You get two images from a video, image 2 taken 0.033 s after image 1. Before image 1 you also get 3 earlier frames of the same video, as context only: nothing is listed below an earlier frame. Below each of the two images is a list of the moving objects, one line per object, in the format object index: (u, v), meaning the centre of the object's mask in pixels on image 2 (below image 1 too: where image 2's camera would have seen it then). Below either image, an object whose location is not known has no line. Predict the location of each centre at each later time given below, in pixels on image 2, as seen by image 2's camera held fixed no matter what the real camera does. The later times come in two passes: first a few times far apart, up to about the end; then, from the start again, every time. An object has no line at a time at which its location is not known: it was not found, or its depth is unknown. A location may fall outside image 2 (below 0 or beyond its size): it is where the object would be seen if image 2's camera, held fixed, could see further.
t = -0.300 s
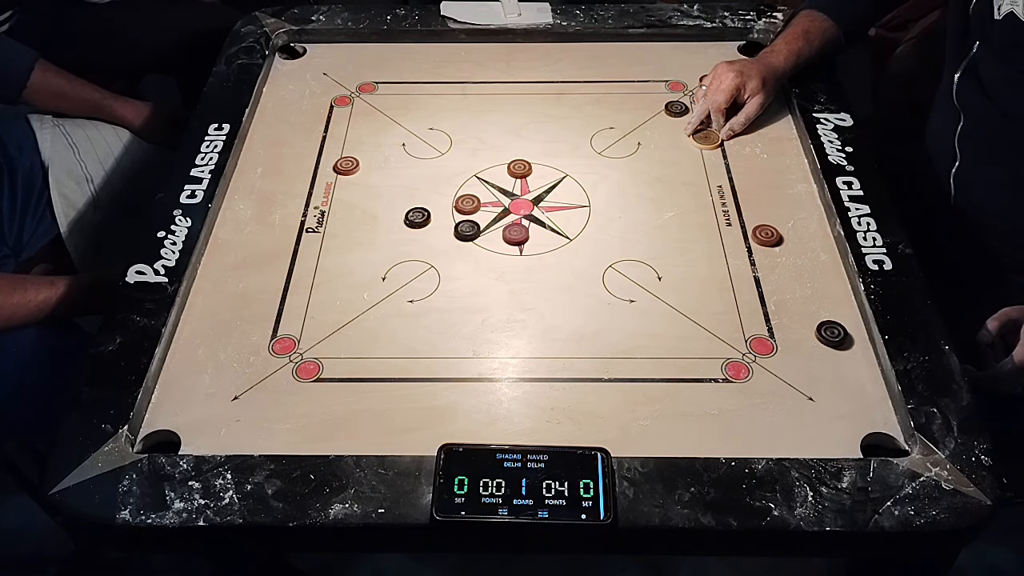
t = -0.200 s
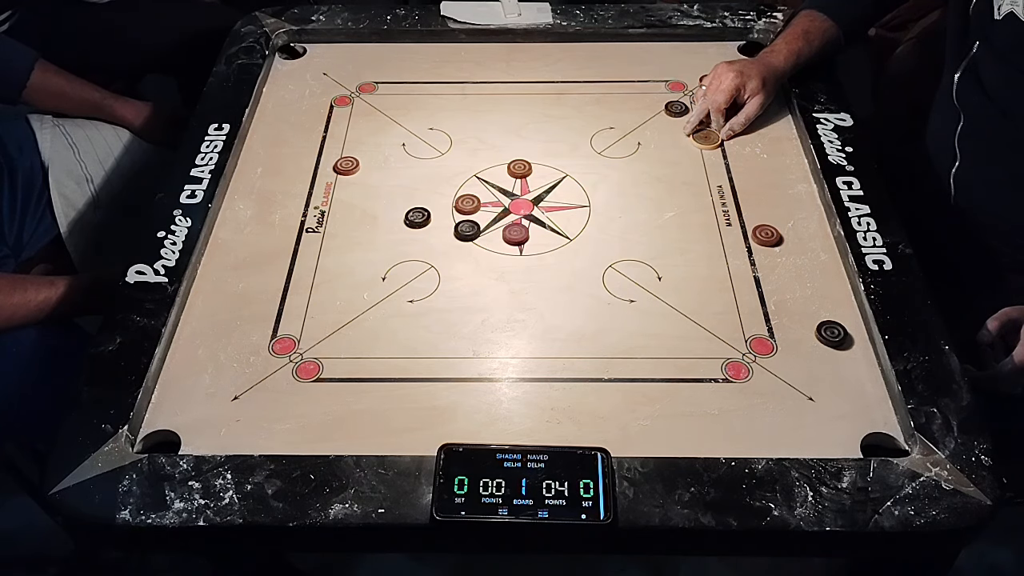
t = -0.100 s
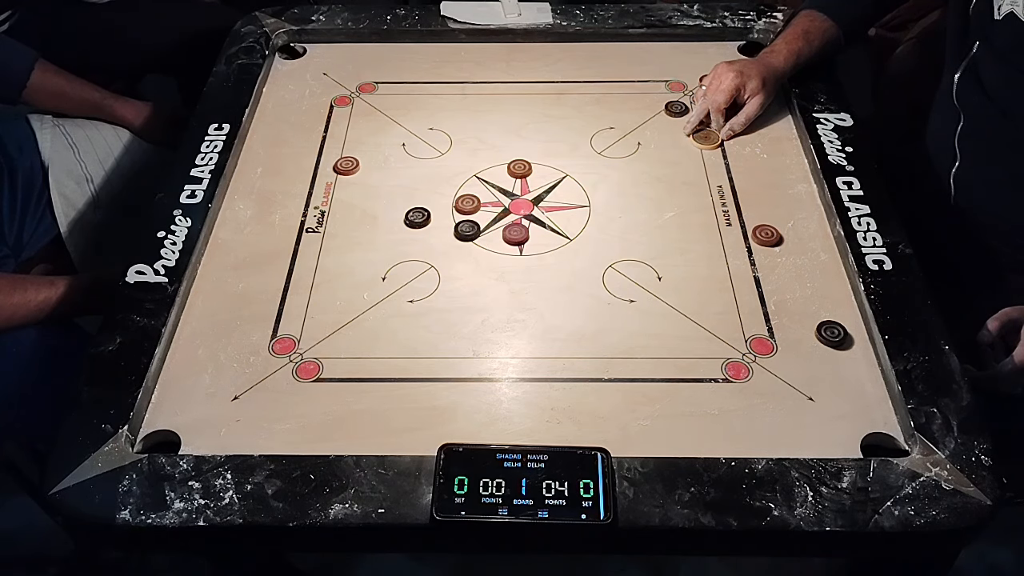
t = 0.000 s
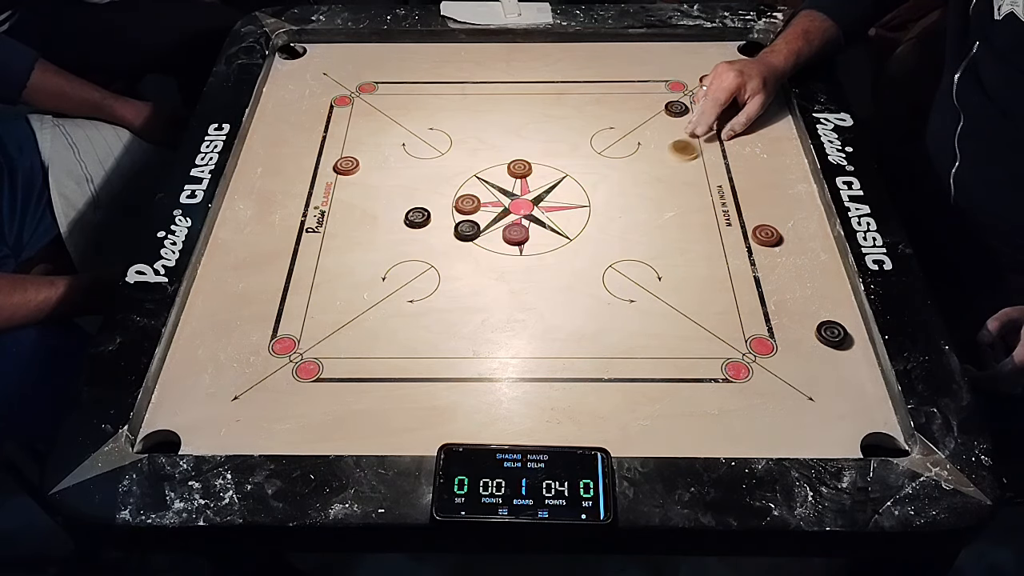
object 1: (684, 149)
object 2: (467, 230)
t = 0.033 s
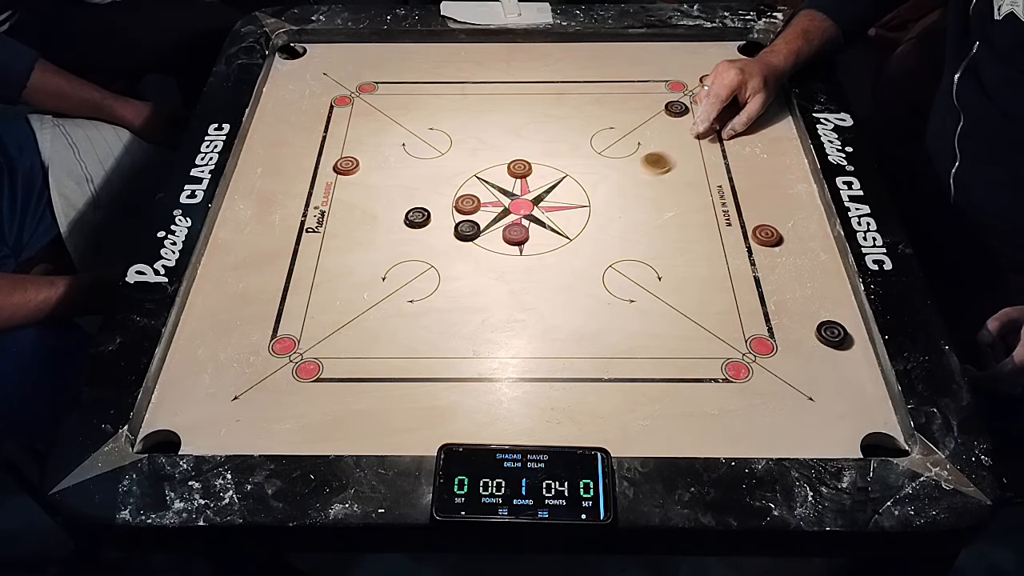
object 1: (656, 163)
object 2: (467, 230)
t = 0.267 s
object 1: (505, 232)
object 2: (467, 230)
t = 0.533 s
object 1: (481, 246)
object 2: (435, 230)
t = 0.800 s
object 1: (481, 246)
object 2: (435, 230)
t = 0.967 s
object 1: (481, 246)
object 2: (435, 230)
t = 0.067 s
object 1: (629, 176)
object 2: (467, 230)
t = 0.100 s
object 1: (602, 189)
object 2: (467, 230)
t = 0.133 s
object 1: (575, 202)
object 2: (467, 230)
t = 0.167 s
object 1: (547, 215)
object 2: (467, 230)
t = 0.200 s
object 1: (529, 223)
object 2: (467, 230)
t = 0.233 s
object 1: (517, 228)
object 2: (467, 230)
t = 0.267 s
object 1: (505, 232)
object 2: (467, 230)
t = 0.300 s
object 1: (495, 236)
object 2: (465, 230)
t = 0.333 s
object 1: (490, 240)
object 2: (455, 230)
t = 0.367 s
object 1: (486, 243)
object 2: (447, 229)
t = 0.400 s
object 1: (484, 245)
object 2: (440, 229)
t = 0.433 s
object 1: (482, 246)
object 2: (436, 229)
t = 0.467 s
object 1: (481, 246)
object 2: (435, 230)
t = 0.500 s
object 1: (481, 247)
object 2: (435, 230)
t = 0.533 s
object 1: (481, 246)
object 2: (435, 230)
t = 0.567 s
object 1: (481, 246)
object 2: (435, 230)
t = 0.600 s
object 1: (481, 246)
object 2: (435, 230)
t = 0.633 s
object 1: (481, 246)
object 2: (435, 230)
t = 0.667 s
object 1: (481, 246)
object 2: (435, 230)
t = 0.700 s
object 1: (481, 246)
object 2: (435, 230)
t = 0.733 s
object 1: (481, 246)
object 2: (435, 230)
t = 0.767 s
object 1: (481, 247)
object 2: (435, 230)
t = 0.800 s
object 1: (481, 246)
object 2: (435, 230)
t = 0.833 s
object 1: (481, 246)
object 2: (435, 230)
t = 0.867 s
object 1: (481, 246)
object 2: (435, 230)
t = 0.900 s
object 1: (481, 246)
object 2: (435, 230)
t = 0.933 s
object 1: (481, 246)
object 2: (435, 230)
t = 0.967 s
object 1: (481, 246)
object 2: (435, 230)
